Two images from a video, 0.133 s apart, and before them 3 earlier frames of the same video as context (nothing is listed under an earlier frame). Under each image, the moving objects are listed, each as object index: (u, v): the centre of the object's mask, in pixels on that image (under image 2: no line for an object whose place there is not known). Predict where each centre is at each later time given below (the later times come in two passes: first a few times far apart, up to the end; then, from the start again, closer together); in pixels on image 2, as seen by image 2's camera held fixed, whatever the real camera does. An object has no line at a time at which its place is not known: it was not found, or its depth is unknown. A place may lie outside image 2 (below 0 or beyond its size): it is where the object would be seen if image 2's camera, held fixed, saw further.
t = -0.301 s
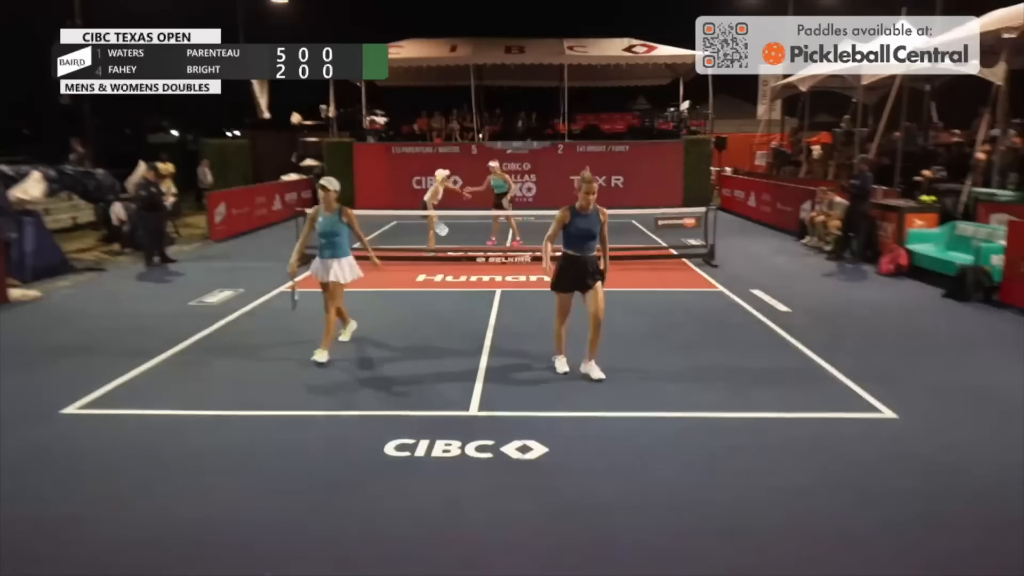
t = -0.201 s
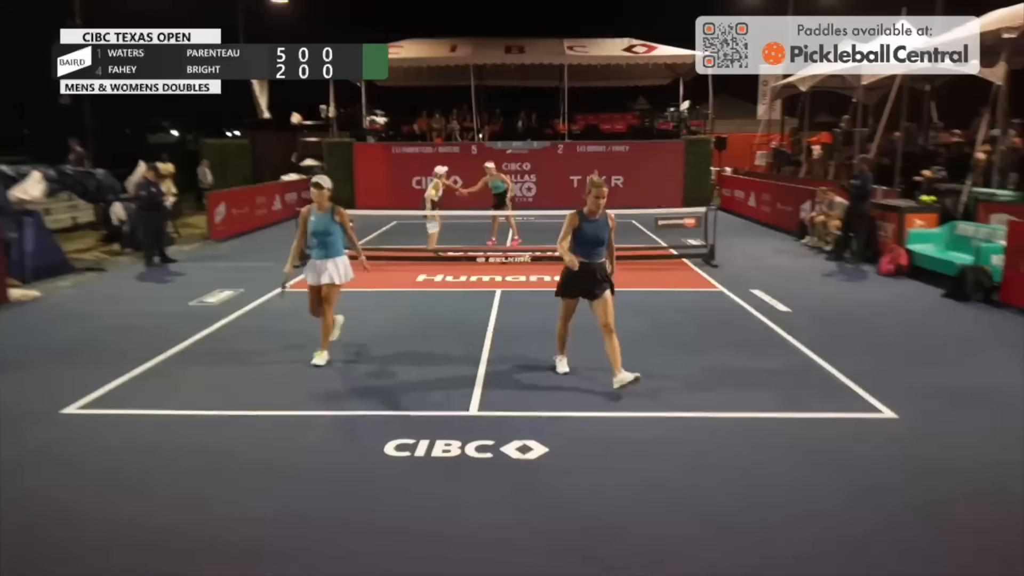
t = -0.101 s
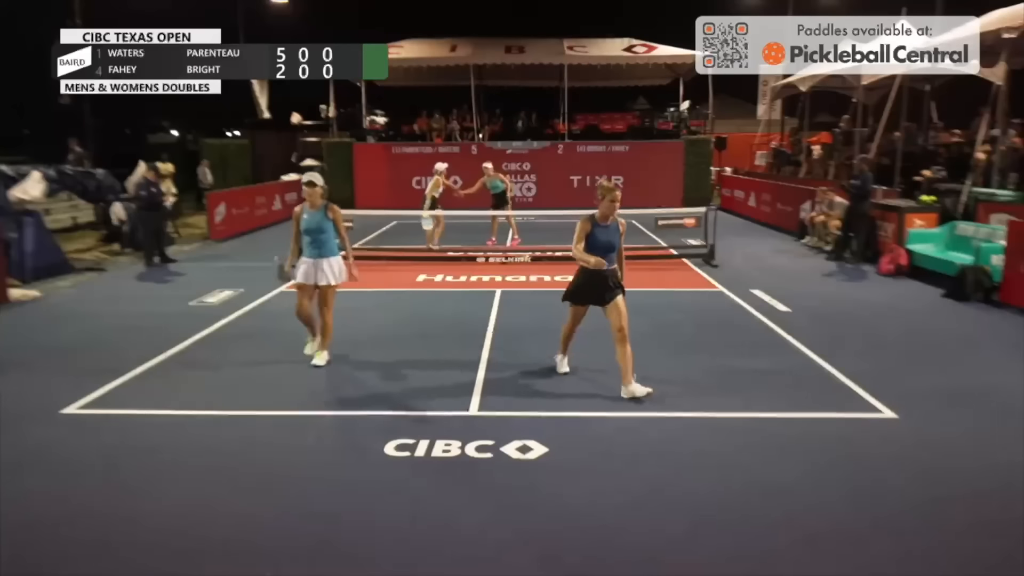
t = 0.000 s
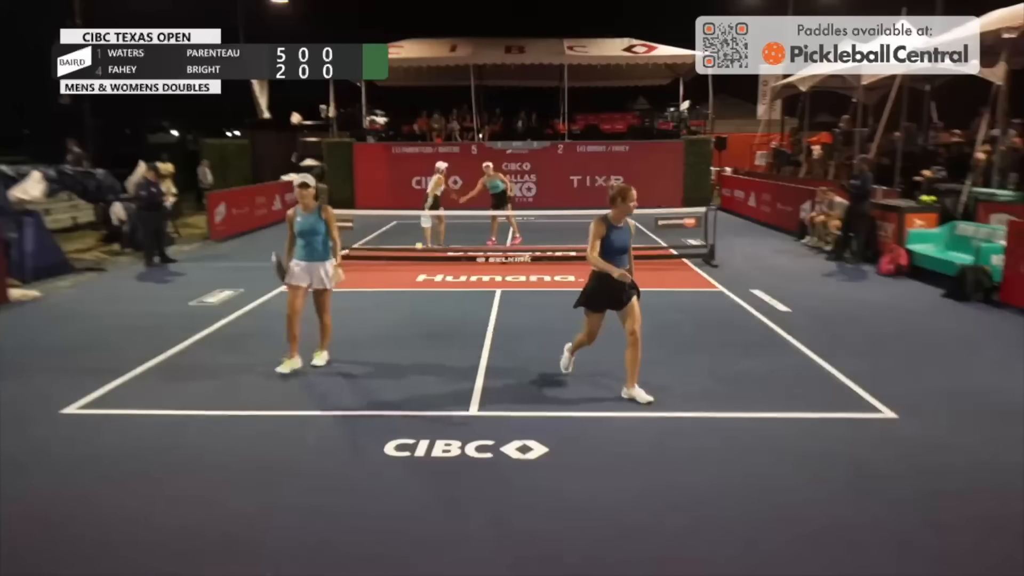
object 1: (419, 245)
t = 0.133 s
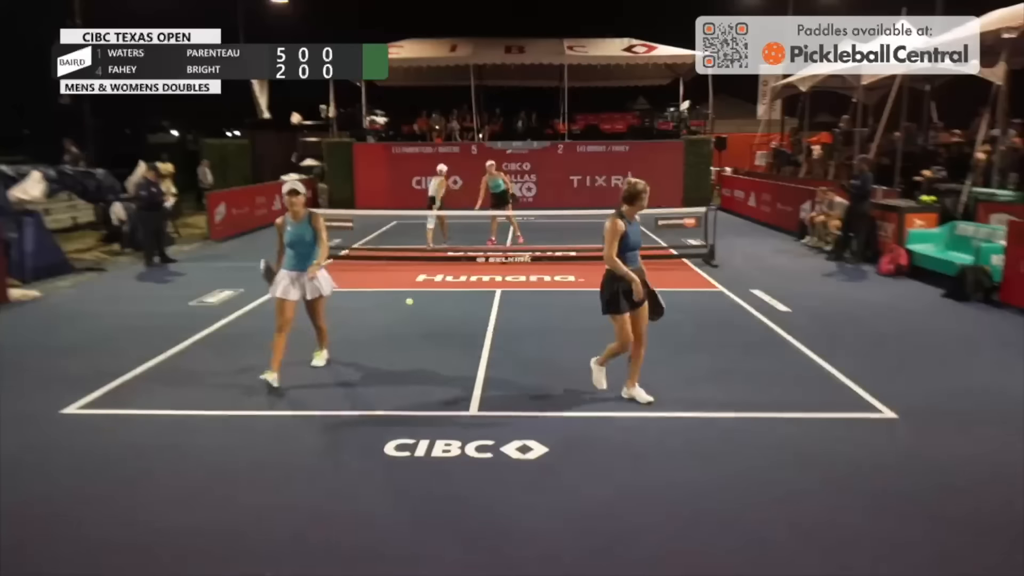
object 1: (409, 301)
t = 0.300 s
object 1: (402, 273)
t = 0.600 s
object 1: (390, 269)
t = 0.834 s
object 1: (381, 324)
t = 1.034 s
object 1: (370, 320)
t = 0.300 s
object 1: (402, 273)
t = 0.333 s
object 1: (401, 269)
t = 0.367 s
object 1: (399, 266)
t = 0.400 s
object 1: (398, 263)
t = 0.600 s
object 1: (390, 269)
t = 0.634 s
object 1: (389, 273)
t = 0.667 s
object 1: (388, 279)
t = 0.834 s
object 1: (381, 324)
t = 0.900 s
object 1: (378, 333)
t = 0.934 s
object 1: (376, 328)
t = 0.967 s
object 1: (374, 324)
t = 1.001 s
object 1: (372, 322)
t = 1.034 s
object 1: (370, 320)
